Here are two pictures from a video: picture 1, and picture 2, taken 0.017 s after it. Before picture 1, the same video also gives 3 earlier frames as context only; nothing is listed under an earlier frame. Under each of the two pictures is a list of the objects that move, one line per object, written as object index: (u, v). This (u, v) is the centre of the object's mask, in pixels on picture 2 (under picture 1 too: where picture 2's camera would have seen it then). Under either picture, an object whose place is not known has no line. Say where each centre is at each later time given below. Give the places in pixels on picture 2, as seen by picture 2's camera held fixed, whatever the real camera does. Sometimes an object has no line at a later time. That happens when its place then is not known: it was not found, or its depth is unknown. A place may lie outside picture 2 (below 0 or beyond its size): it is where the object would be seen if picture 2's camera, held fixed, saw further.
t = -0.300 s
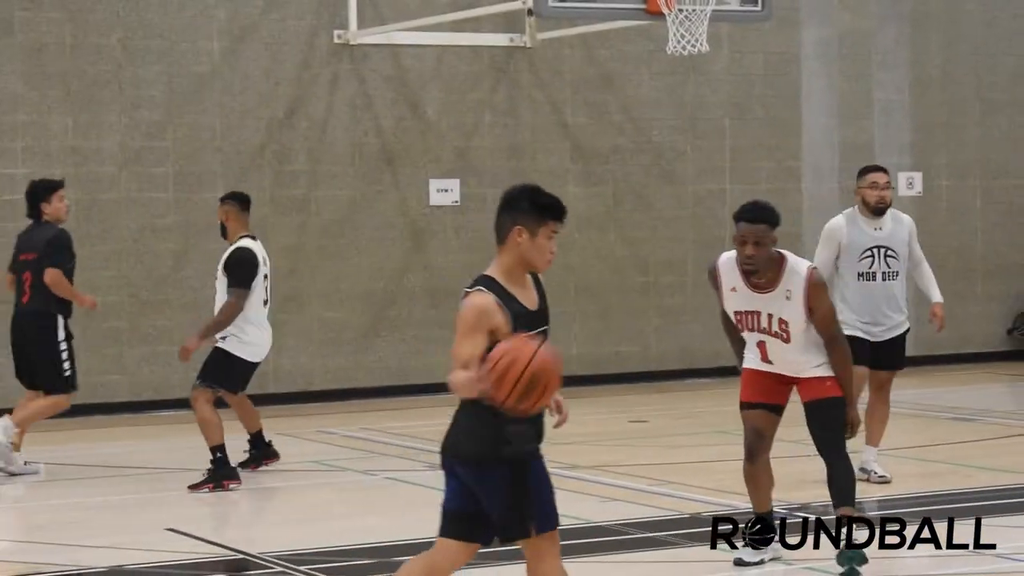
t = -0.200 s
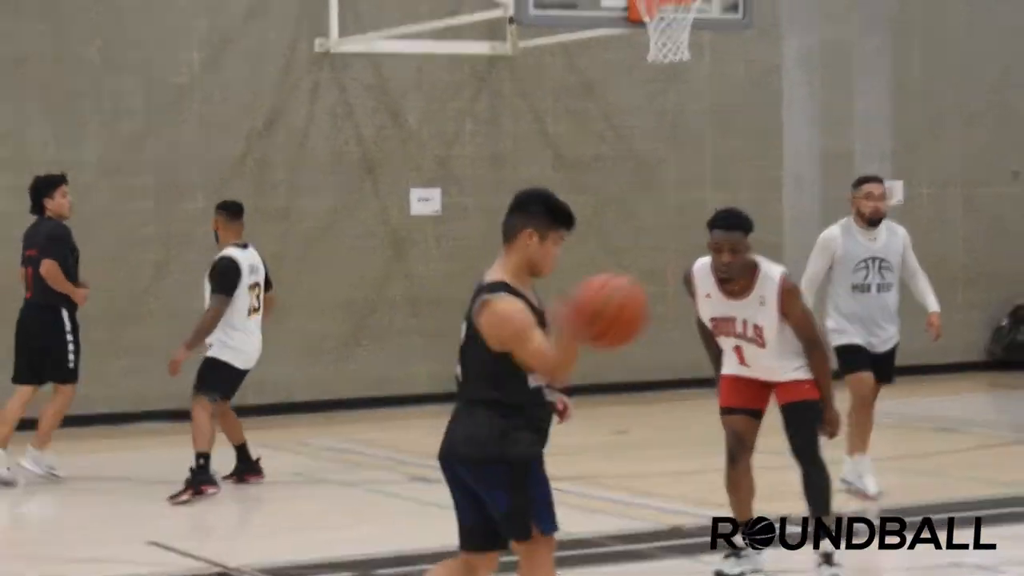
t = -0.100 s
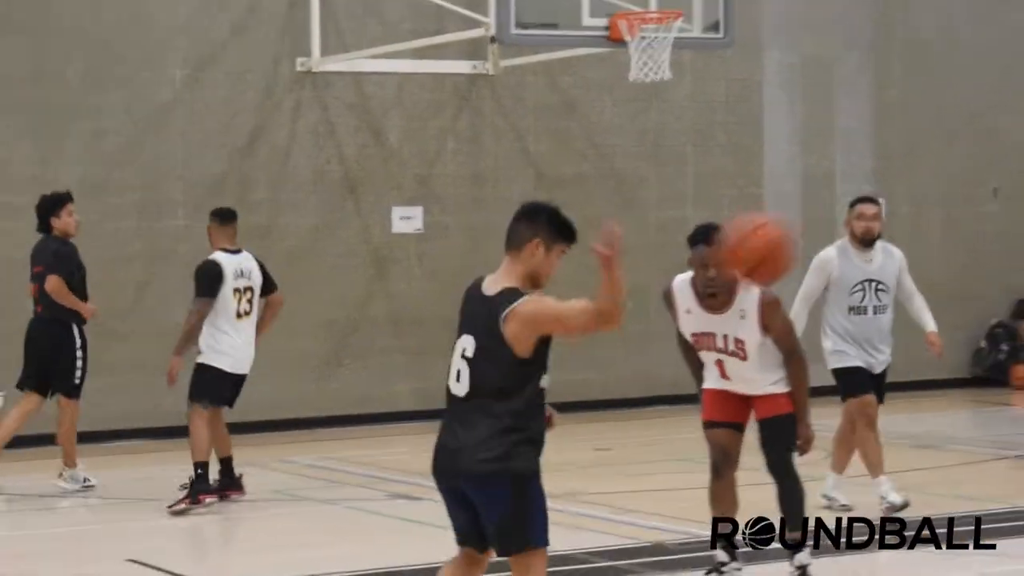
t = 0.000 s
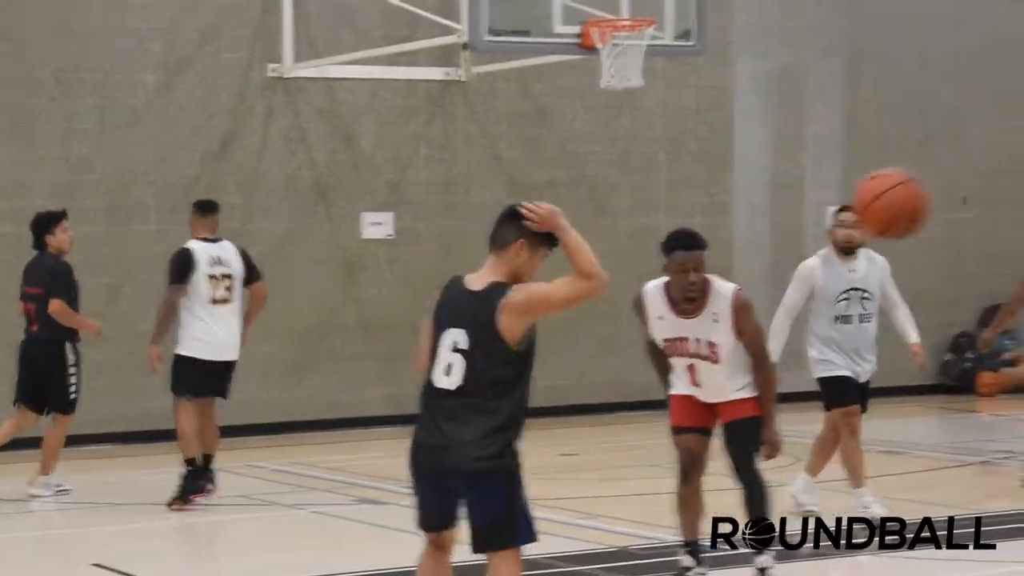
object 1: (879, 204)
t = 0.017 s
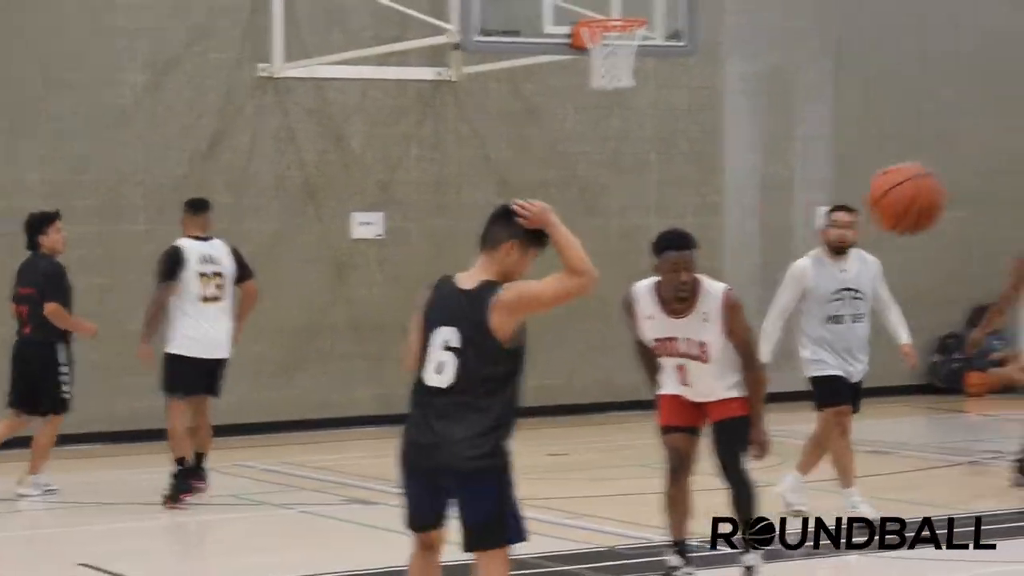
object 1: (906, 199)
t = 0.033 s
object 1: (934, 194)
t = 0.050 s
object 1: (961, 189)
